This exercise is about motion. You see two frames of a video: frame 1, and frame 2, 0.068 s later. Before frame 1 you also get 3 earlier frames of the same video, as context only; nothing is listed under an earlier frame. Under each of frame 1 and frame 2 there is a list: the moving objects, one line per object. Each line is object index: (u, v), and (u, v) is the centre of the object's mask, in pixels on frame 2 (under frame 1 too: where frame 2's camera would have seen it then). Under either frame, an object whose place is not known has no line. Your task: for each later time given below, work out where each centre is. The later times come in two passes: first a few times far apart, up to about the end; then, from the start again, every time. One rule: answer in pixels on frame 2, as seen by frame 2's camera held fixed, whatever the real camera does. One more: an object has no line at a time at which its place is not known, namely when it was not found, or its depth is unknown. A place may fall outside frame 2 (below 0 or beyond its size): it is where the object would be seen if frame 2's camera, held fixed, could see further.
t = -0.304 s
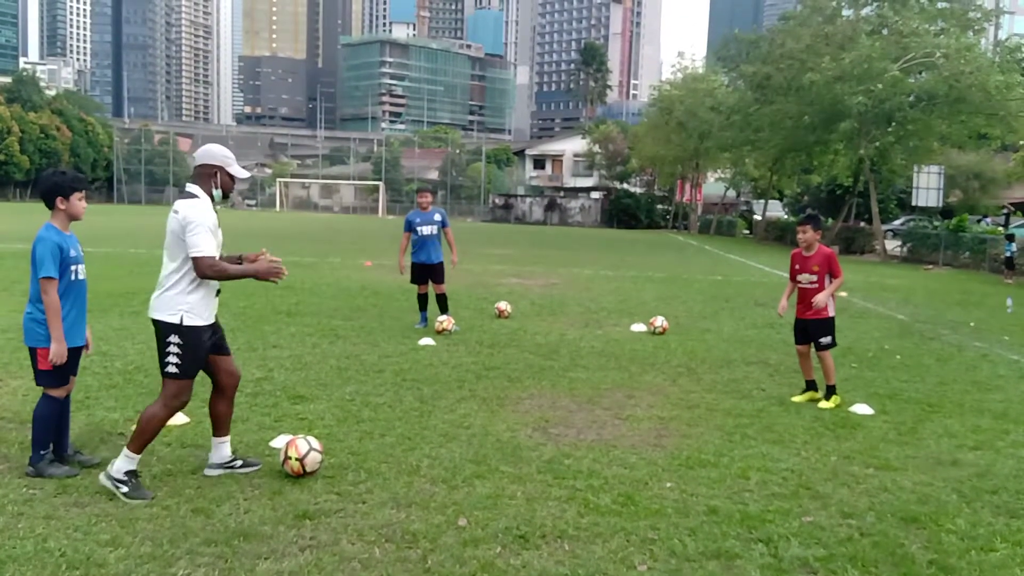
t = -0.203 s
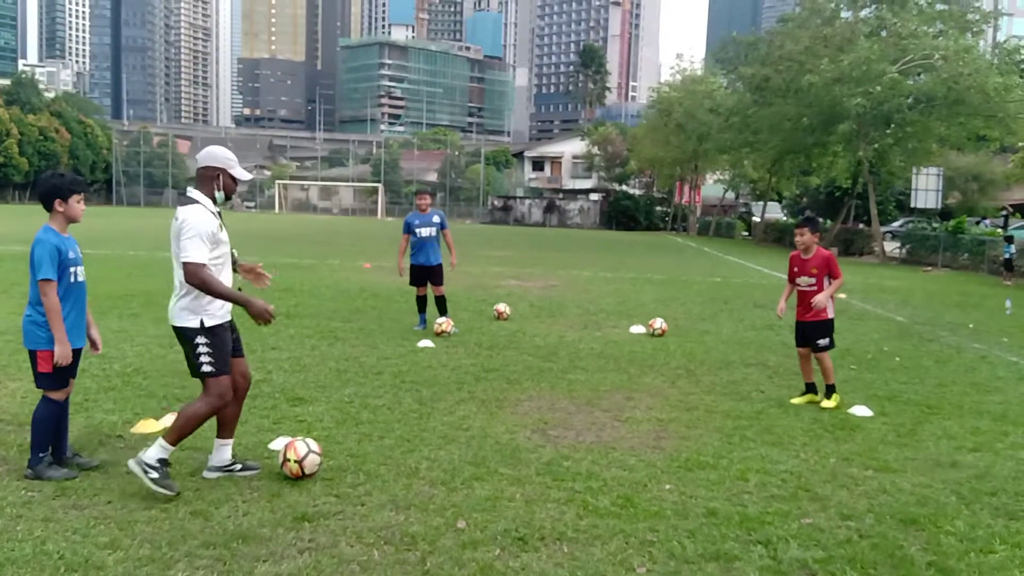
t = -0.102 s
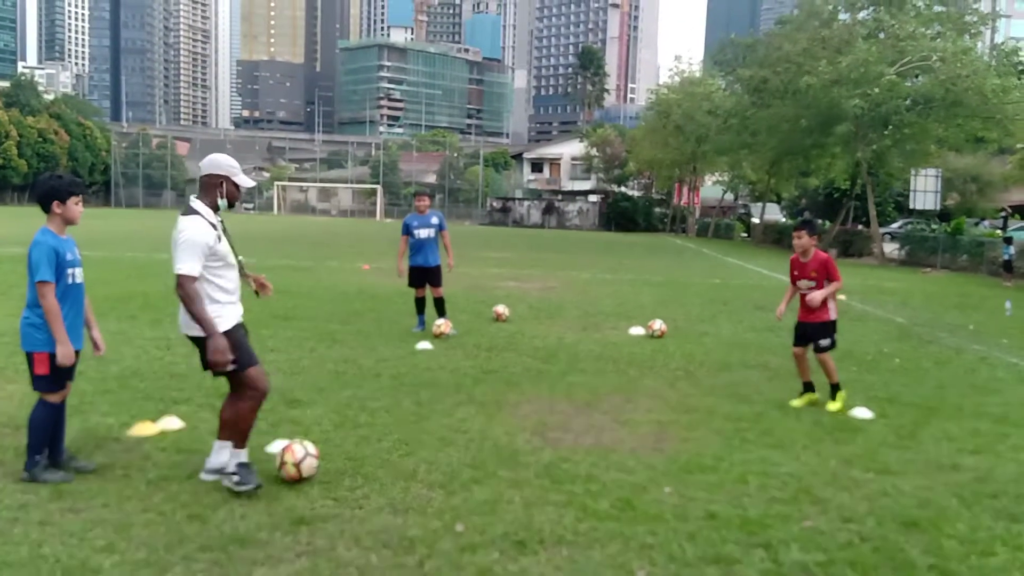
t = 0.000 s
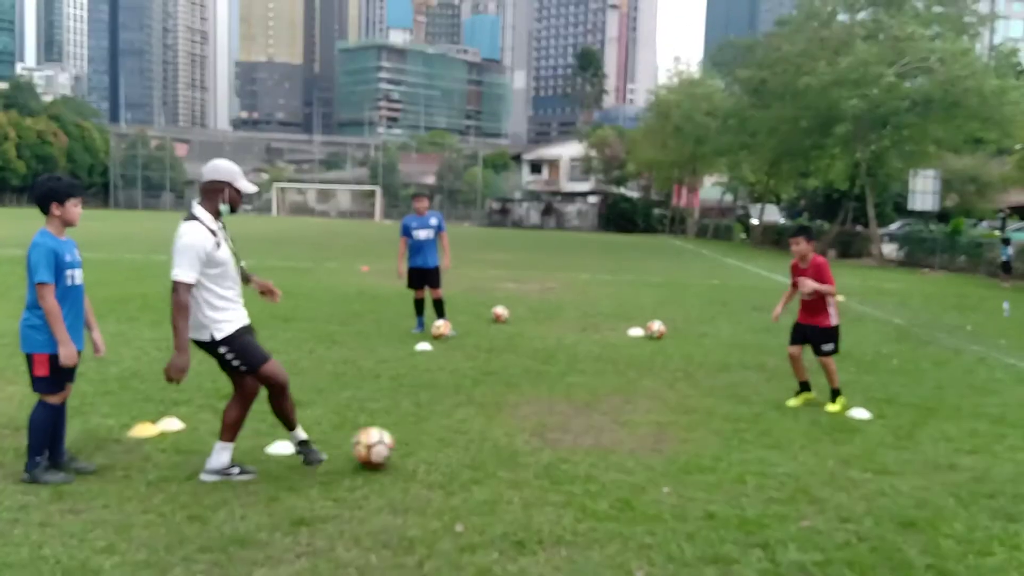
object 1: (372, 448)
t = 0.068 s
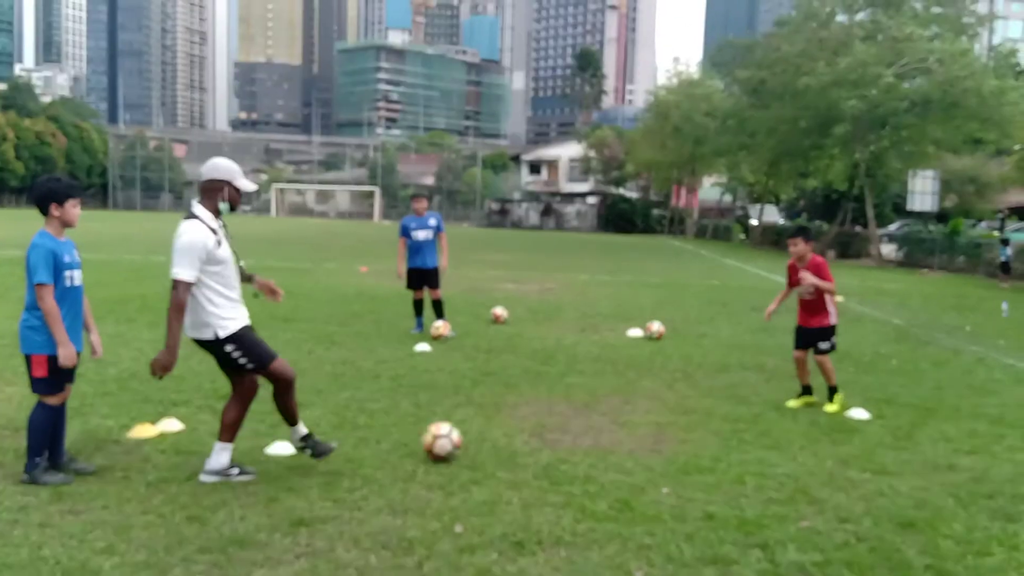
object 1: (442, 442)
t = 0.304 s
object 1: (608, 423)
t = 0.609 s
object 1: (729, 399)
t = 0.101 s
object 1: (473, 439)
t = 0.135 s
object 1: (498, 432)
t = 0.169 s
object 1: (522, 426)
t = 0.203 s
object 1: (544, 423)
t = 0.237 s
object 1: (567, 420)
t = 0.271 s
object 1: (588, 421)
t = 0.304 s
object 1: (608, 423)
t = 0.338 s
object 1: (623, 418)
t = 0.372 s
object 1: (639, 414)
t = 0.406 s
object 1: (653, 413)
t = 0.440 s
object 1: (668, 412)
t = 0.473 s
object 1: (681, 412)
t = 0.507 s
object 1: (693, 407)
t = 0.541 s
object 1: (706, 402)
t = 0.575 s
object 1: (718, 400)
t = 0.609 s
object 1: (729, 399)
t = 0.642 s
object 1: (741, 401)
